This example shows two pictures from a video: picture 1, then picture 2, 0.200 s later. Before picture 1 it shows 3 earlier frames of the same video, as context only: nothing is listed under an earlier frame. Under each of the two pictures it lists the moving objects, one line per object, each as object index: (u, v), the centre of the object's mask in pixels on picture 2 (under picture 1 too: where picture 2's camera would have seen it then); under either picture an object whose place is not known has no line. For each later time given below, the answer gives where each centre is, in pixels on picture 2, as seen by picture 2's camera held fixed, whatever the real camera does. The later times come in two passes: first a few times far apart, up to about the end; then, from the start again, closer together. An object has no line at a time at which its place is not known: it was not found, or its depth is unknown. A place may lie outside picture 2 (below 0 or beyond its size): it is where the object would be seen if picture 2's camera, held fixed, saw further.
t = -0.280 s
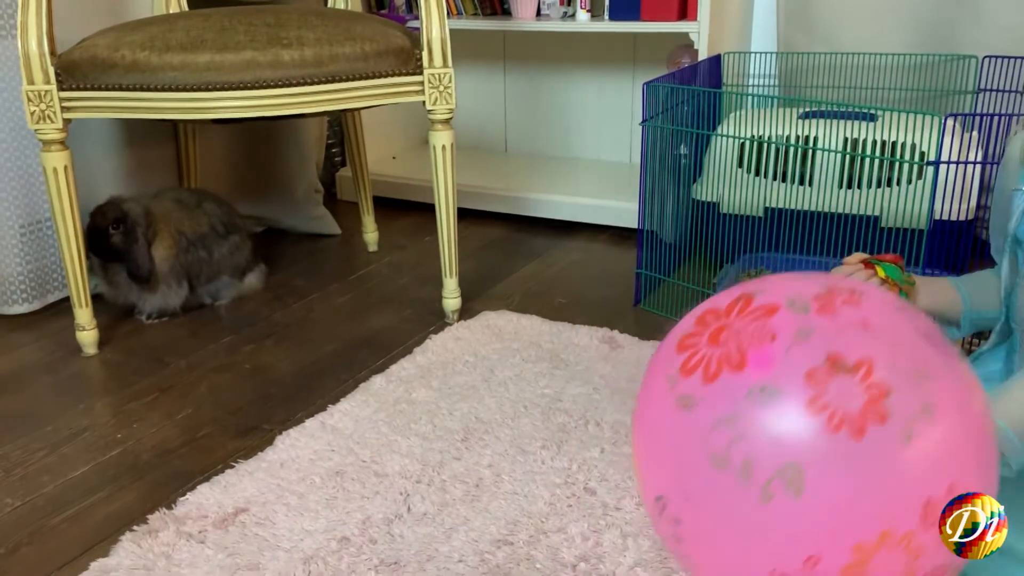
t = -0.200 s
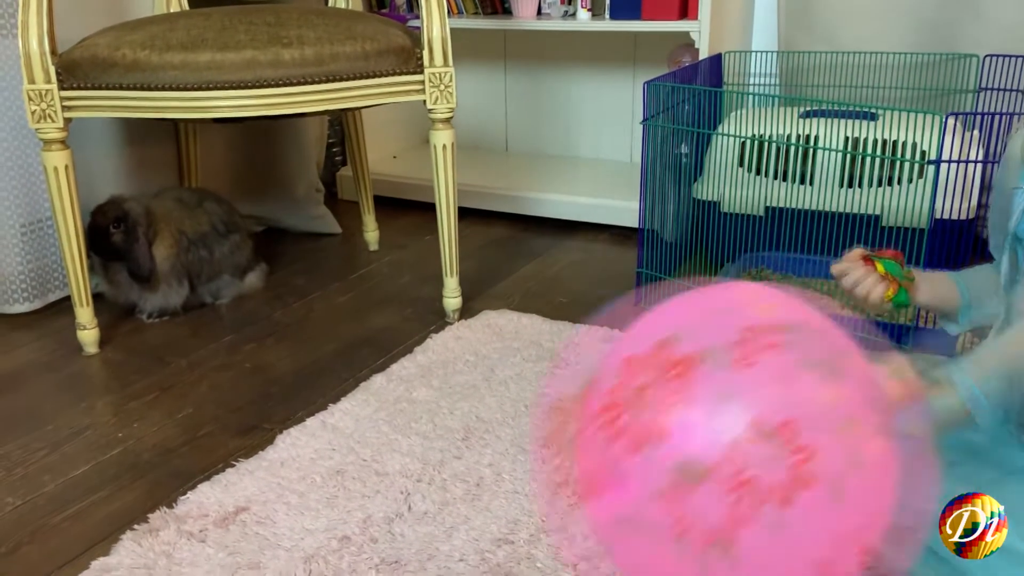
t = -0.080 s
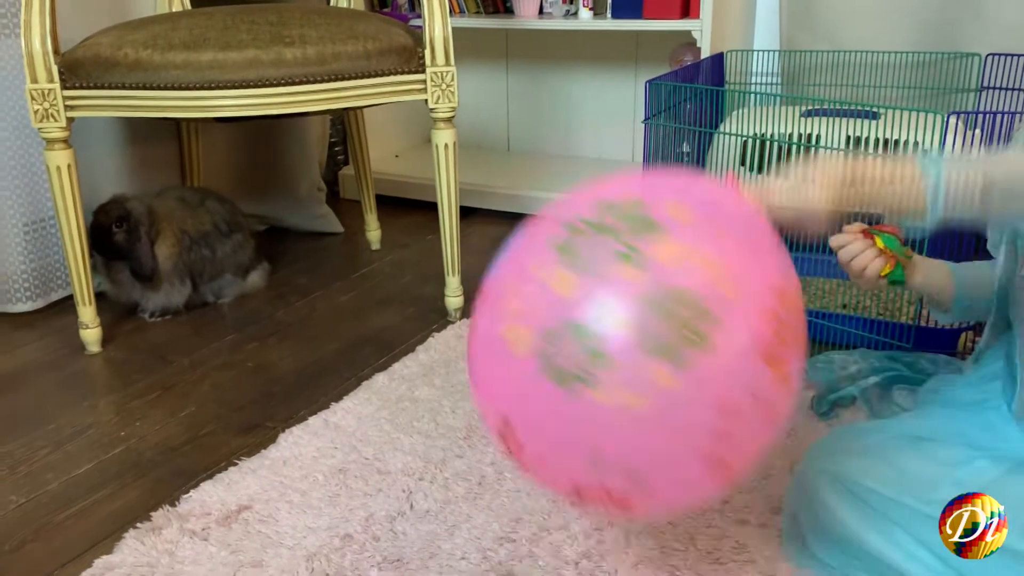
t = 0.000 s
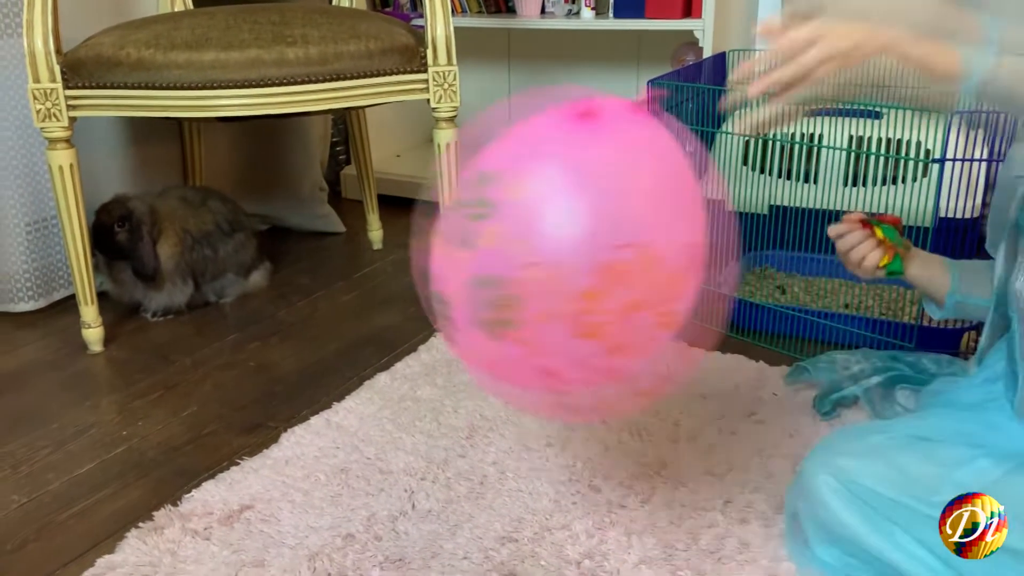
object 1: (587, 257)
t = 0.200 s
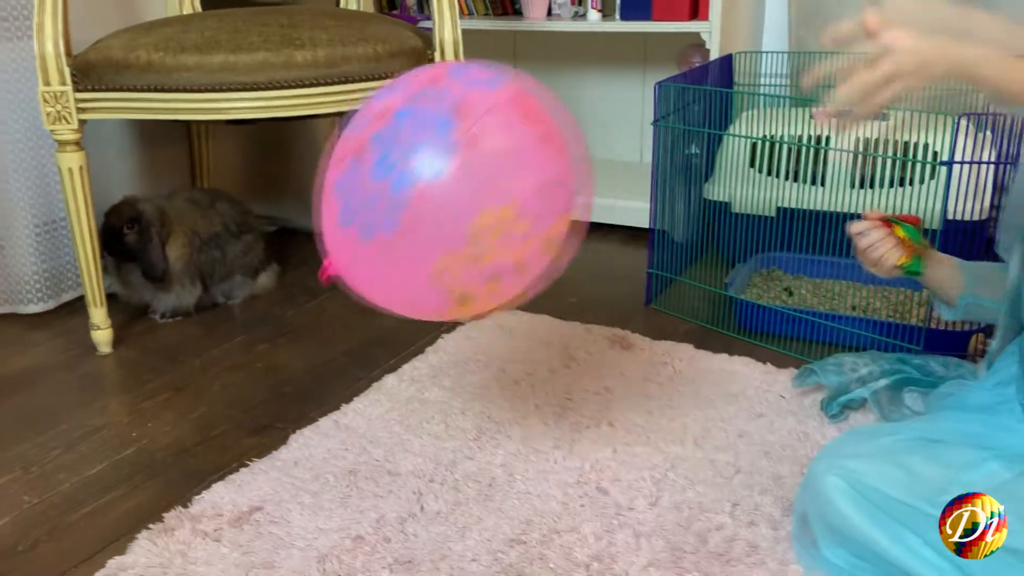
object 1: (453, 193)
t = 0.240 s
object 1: (434, 194)
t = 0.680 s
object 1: (307, 326)
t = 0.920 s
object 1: (271, 281)
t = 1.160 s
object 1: (247, 321)
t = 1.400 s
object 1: (219, 258)
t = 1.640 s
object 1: (203, 271)
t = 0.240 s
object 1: (434, 194)
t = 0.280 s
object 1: (408, 202)
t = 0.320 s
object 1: (391, 212)
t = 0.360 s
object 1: (371, 229)
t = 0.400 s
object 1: (355, 245)
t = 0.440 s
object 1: (344, 262)
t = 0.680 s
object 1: (307, 326)
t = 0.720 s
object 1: (301, 311)
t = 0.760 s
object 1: (295, 299)
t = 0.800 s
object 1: (288, 290)
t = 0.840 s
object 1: (282, 285)
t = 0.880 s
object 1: (276, 282)
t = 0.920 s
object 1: (271, 281)
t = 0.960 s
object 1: (266, 283)
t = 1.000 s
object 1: (261, 287)
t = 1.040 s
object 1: (257, 293)
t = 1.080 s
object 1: (252, 303)
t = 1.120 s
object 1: (249, 312)
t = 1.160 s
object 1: (247, 321)
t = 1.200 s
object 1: (243, 316)
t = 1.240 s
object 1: (238, 302)
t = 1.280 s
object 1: (231, 285)
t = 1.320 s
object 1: (227, 274)
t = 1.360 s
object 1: (223, 265)
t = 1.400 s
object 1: (219, 258)
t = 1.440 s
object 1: (215, 254)
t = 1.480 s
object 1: (212, 252)
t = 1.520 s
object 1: (209, 254)
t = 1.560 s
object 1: (207, 257)
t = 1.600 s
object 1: (205, 263)
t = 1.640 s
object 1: (203, 271)
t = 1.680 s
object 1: (202, 282)
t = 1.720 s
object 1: (201, 293)
